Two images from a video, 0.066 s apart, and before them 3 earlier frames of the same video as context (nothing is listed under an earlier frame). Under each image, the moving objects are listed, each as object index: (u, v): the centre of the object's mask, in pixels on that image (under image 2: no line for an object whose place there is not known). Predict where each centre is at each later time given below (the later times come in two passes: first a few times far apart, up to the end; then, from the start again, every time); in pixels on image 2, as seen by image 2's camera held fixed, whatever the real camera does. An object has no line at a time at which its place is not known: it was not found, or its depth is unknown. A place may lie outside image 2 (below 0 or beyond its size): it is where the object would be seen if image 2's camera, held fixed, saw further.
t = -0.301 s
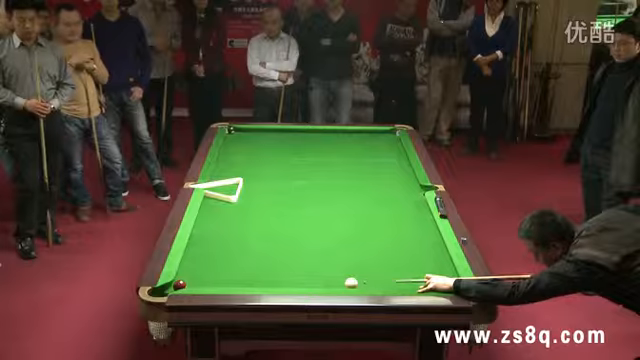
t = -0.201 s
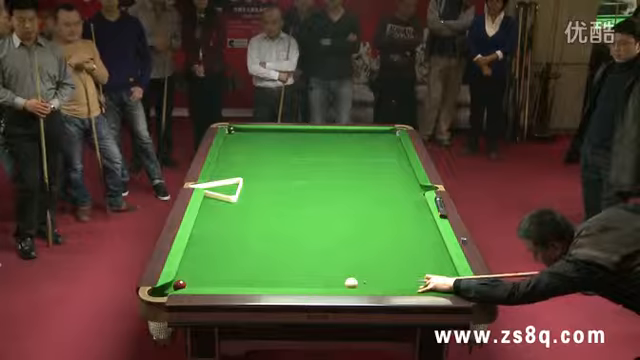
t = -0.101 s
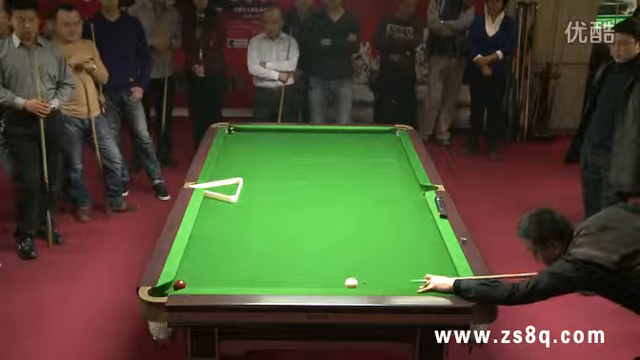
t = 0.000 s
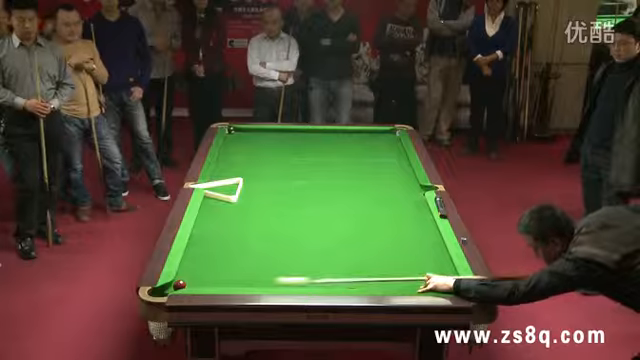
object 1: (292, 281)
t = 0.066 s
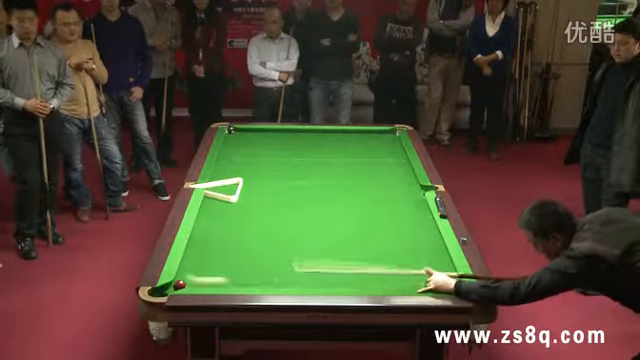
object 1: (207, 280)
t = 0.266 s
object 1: (230, 245)
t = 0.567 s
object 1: (287, 203)
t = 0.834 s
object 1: (298, 177)
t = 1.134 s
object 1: (295, 156)
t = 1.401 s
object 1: (292, 139)
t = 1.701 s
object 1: (294, 134)
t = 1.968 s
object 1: (302, 143)
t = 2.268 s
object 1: (311, 154)
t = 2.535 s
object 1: (319, 163)
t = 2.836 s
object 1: (329, 174)
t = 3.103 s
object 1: (336, 183)
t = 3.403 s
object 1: (347, 195)
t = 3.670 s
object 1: (356, 206)
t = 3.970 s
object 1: (366, 219)
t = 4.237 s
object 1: (376, 230)
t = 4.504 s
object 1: (386, 242)
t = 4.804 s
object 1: (397, 255)
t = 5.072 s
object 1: (408, 268)
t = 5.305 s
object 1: (417, 278)
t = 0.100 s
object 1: (185, 277)
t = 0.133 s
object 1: (189, 268)
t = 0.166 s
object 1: (200, 263)
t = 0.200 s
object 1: (211, 257)
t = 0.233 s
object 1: (222, 250)
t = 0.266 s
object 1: (230, 245)
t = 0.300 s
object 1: (240, 239)
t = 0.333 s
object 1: (249, 234)
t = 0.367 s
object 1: (256, 229)
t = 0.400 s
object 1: (262, 225)
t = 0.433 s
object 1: (269, 220)
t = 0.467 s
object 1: (274, 216)
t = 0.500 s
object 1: (279, 211)
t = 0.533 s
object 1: (283, 207)
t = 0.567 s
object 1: (287, 203)
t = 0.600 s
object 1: (290, 199)
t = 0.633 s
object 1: (292, 196)
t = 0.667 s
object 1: (295, 193)
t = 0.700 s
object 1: (296, 189)
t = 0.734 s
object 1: (297, 187)
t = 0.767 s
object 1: (298, 184)
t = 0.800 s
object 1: (298, 181)
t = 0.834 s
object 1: (298, 177)
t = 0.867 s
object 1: (298, 175)
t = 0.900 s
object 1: (297, 173)
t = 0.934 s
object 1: (297, 170)
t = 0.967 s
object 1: (297, 168)
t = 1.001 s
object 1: (296, 165)
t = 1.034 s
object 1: (296, 163)
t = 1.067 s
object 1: (296, 160)
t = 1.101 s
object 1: (295, 158)
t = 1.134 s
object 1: (295, 156)
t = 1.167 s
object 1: (294, 154)
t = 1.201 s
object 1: (294, 152)
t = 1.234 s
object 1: (294, 149)
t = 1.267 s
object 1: (293, 147)
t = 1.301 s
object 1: (293, 145)
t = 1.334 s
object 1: (293, 143)
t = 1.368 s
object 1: (293, 141)
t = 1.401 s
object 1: (292, 139)
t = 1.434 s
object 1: (292, 137)
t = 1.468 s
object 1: (292, 135)
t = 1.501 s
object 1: (292, 134)
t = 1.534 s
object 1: (291, 132)
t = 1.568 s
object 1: (291, 130)
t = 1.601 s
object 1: (291, 131)
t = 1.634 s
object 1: (292, 132)
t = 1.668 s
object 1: (293, 133)
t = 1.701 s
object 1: (294, 134)
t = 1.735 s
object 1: (295, 136)
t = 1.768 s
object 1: (296, 137)
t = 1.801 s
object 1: (297, 138)
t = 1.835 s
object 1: (298, 139)
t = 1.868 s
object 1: (299, 140)
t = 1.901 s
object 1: (300, 142)
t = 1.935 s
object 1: (301, 142)
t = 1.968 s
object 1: (302, 143)
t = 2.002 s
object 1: (303, 145)
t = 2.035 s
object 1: (304, 145)
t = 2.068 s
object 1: (305, 146)
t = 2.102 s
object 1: (306, 148)
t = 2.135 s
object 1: (307, 149)
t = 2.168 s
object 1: (308, 150)
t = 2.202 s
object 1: (309, 151)
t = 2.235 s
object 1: (310, 153)
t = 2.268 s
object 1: (311, 154)
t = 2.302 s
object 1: (312, 155)
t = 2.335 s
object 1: (313, 156)
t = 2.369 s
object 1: (314, 157)
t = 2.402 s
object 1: (315, 158)
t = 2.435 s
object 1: (316, 159)
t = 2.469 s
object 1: (317, 161)
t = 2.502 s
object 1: (318, 162)
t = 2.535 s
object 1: (319, 163)
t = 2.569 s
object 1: (319, 163)
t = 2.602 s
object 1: (321, 165)
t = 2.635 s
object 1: (322, 167)
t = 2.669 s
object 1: (323, 167)
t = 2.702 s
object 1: (324, 169)
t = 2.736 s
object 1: (325, 170)
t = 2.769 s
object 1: (327, 171)
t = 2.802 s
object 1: (327, 173)
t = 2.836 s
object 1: (329, 174)
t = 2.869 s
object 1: (329, 175)
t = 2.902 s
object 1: (330, 176)
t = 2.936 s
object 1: (331, 177)
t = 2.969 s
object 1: (333, 179)
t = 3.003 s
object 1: (334, 180)
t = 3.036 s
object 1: (335, 181)
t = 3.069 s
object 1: (336, 182)
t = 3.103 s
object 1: (336, 183)
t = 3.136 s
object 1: (338, 184)
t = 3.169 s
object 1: (339, 186)
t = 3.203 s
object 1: (340, 187)
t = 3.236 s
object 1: (342, 189)
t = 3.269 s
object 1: (343, 190)
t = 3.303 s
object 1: (344, 191)
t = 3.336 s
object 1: (345, 192)
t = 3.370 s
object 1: (346, 194)
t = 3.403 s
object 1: (347, 195)
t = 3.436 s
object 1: (348, 197)
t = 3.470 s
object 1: (350, 198)
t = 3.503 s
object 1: (350, 199)
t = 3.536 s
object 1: (352, 201)
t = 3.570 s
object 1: (353, 202)
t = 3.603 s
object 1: (354, 203)
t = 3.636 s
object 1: (355, 204)
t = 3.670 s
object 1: (356, 206)
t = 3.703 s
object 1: (357, 207)
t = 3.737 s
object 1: (358, 209)
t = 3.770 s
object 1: (359, 210)
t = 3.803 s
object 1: (360, 211)
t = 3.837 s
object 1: (361, 212)
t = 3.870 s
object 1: (362, 214)
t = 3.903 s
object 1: (364, 216)
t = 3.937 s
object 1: (365, 217)
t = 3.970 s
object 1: (366, 219)
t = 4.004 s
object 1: (368, 220)
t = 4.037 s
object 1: (369, 221)
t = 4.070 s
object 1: (370, 223)
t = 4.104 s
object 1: (371, 224)
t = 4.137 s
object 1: (372, 226)
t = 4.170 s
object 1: (374, 227)
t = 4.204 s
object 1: (375, 229)
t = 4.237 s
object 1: (376, 230)
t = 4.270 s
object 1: (377, 231)
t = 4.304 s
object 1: (379, 233)
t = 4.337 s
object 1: (380, 234)
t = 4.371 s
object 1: (381, 236)
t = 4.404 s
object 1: (382, 237)
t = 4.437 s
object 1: (383, 239)
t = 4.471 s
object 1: (384, 240)
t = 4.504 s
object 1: (386, 242)
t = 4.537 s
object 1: (387, 243)
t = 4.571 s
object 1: (388, 244)
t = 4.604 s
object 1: (390, 246)
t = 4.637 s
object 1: (390, 247)
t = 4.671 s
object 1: (392, 249)
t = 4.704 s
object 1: (393, 250)
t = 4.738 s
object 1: (394, 252)
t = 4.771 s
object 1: (396, 254)
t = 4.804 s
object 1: (397, 255)
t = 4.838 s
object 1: (399, 257)
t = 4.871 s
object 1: (400, 258)
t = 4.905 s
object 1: (401, 260)
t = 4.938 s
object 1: (403, 261)
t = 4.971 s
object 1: (404, 263)
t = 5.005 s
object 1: (405, 264)
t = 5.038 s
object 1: (406, 266)
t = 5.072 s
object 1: (408, 268)
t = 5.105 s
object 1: (409, 269)
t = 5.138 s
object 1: (411, 271)
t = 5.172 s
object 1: (412, 272)
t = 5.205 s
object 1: (413, 273)
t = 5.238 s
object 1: (415, 275)
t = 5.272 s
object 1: (415, 277)
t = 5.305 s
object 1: (417, 278)
